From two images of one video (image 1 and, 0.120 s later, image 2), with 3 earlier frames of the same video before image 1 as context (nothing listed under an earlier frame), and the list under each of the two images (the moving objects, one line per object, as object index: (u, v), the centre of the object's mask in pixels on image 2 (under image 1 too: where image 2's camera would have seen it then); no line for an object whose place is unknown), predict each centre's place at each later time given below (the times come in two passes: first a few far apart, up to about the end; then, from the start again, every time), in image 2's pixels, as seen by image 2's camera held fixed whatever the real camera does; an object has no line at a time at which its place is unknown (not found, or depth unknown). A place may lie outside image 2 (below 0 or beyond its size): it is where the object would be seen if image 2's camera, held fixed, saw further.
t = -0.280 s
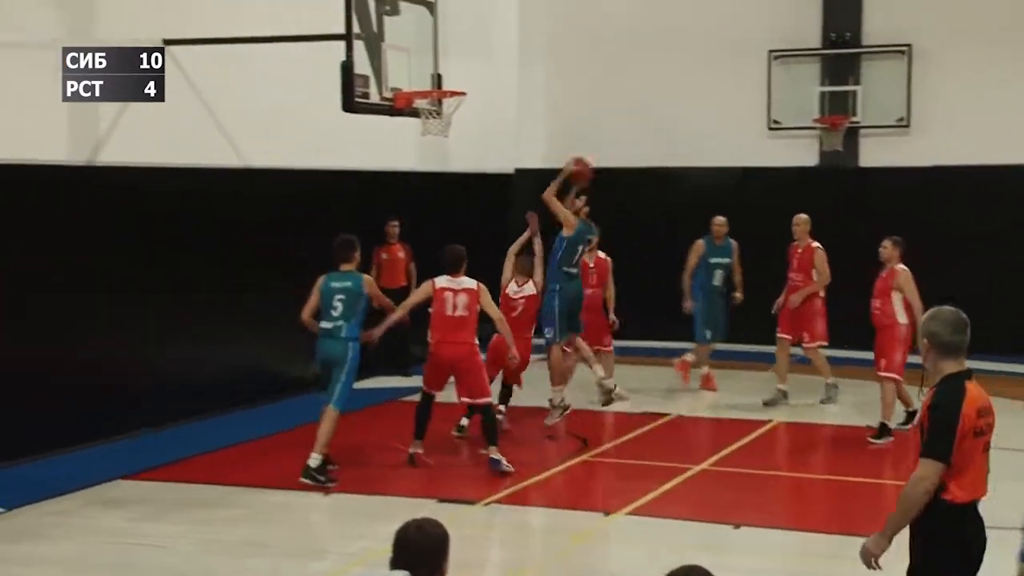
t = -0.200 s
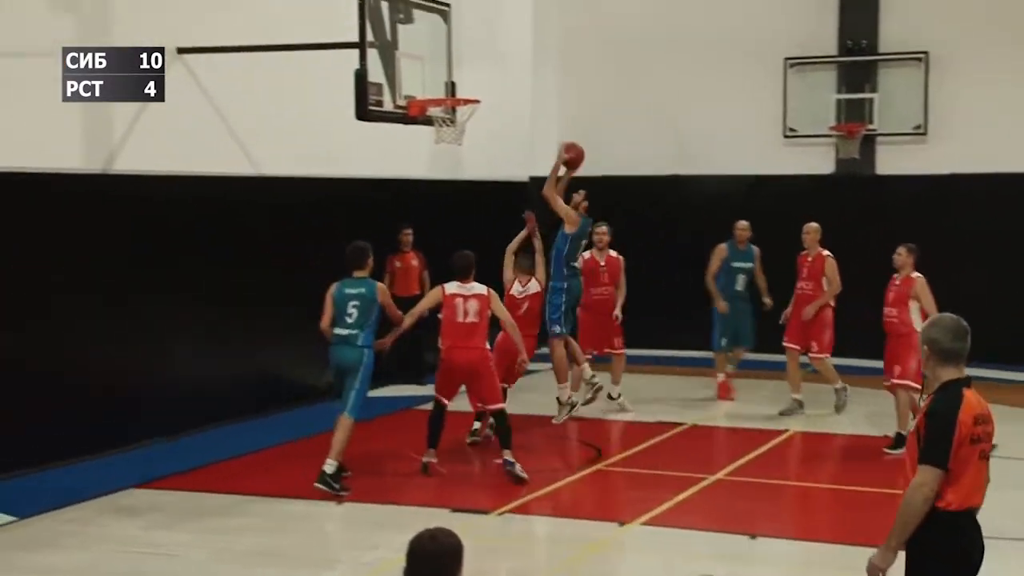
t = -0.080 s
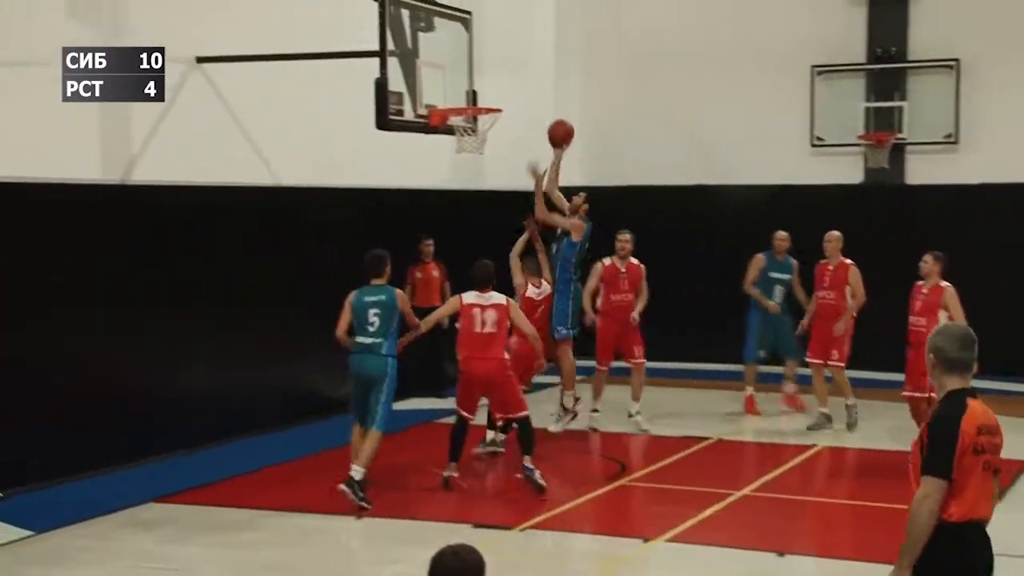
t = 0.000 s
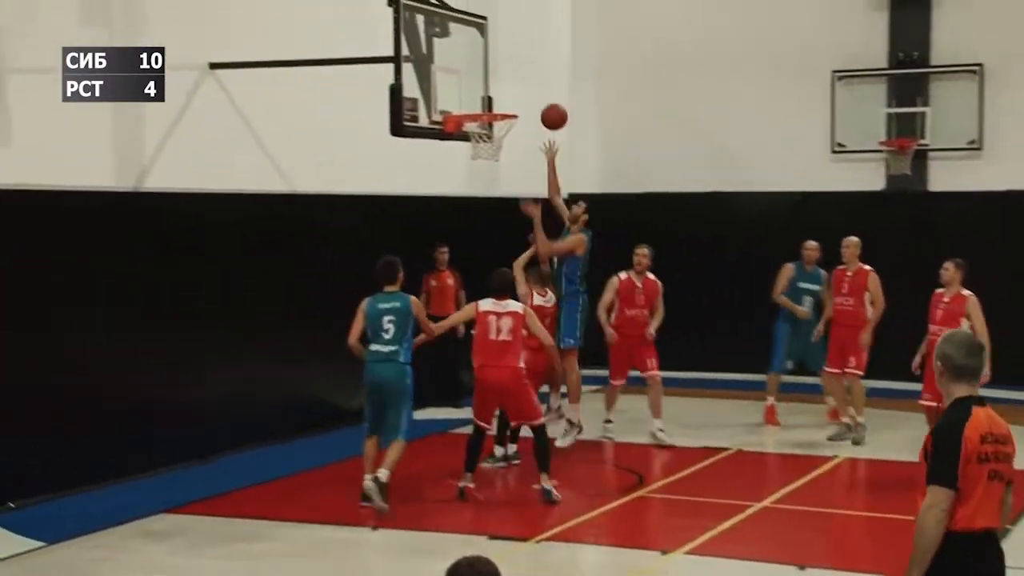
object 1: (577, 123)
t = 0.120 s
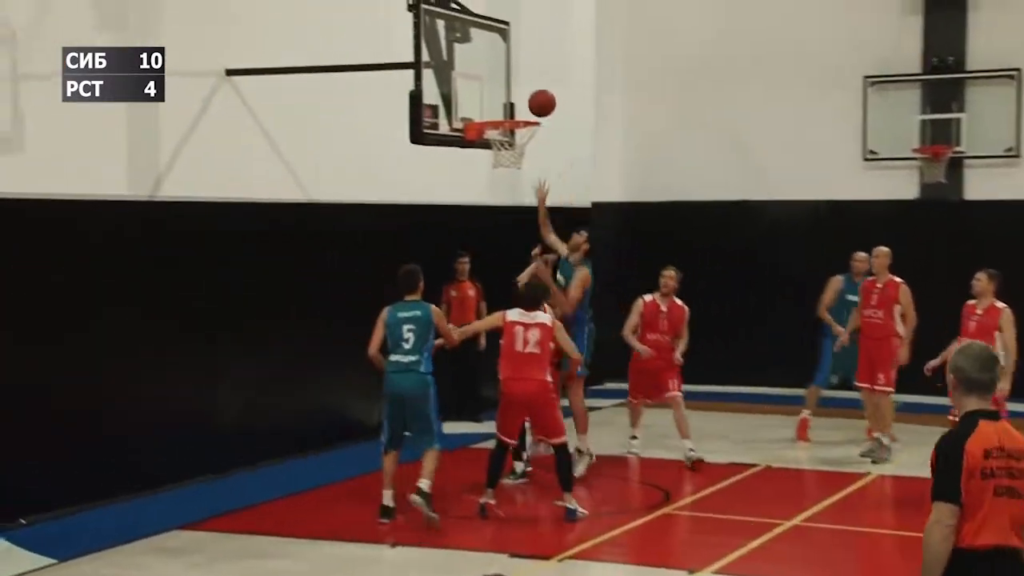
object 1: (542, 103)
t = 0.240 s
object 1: (506, 100)
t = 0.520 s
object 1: (526, 141)
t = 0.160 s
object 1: (530, 100)
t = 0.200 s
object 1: (517, 99)
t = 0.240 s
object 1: (506, 100)
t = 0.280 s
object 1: (493, 101)
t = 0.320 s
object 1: (492, 104)
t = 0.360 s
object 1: (498, 107)
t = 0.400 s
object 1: (504, 109)
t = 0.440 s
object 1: (510, 112)
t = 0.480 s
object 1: (516, 126)
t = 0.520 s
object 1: (526, 141)
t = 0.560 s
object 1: (527, 142)
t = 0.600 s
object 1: (530, 142)
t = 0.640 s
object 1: (530, 141)
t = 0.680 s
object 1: (528, 142)
